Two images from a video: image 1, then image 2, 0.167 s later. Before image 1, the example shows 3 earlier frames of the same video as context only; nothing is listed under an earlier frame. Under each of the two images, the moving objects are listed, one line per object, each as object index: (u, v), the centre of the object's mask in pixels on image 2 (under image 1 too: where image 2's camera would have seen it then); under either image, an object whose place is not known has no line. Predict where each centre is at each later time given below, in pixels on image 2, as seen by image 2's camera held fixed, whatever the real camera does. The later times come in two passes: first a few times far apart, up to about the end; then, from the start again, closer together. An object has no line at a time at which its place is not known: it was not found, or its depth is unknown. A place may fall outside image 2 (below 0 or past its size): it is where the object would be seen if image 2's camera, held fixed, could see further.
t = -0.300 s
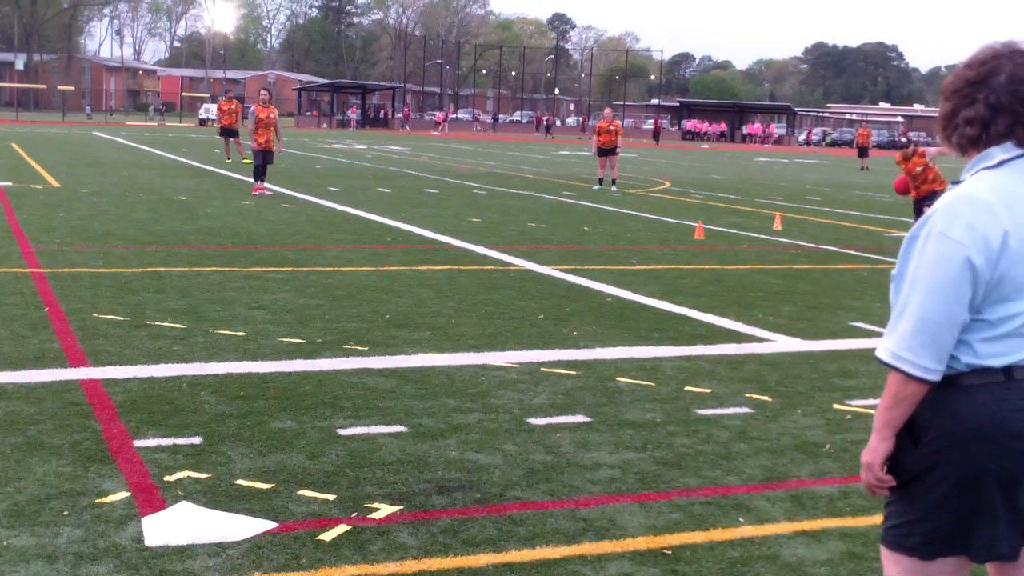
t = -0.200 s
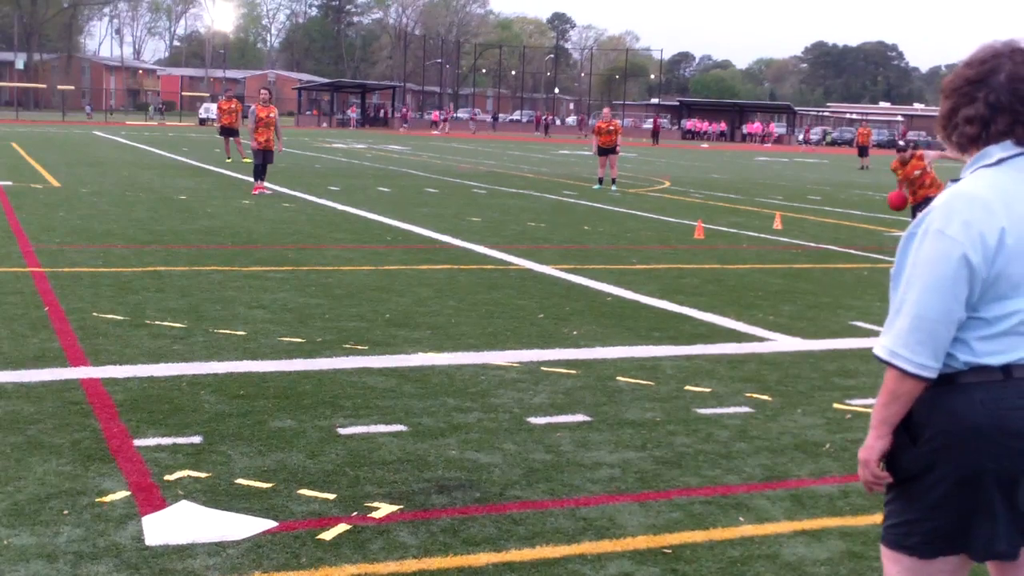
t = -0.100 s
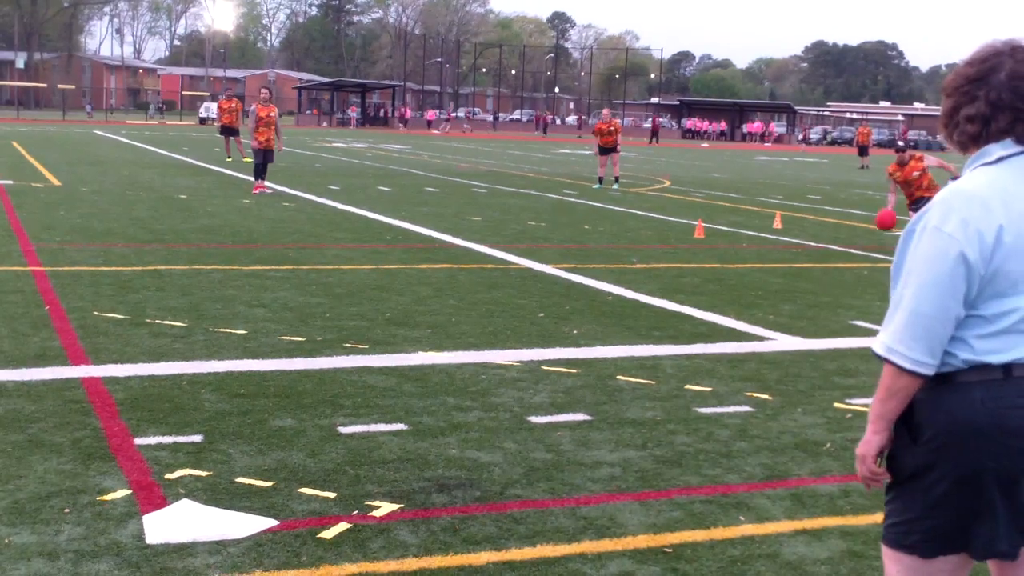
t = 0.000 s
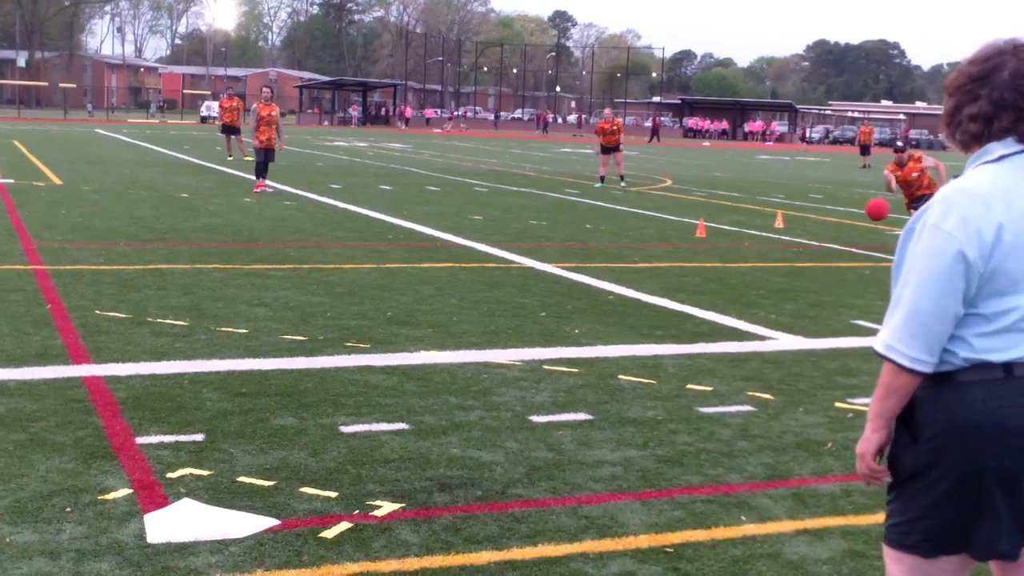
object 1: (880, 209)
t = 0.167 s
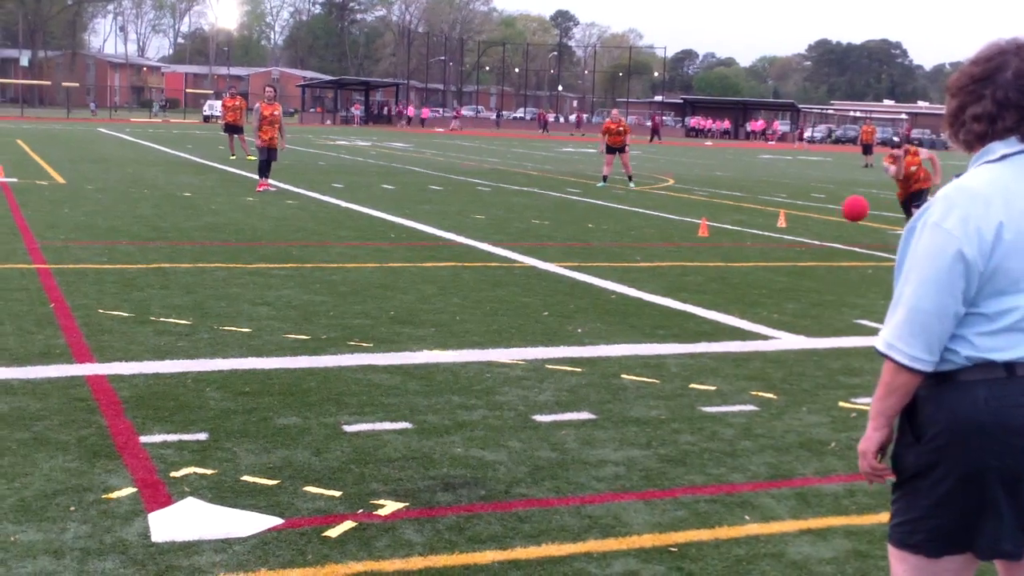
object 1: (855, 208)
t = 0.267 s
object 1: (835, 227)
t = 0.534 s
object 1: (777, 262)
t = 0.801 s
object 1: (712, 248)
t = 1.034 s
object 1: (632, 343)
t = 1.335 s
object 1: (504, 327)
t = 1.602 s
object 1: (336, 461)
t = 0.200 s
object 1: (849, 213)
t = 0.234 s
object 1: (842, 219)
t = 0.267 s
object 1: (835, 227)
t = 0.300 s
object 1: (828, 238)
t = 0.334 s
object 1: (820, 249)
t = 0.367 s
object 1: (812, 263)
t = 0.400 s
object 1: (803, 280)
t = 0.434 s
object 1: (795, 290)
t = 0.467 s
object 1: (789, 281)
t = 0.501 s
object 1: (783, 271)
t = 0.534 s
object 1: (777, 262)
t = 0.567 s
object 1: (771, 255)
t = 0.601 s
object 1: (763, 249)
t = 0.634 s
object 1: (755, 245)
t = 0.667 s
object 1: (748, 241)
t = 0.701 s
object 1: (739, 241)
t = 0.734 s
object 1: (731, 242)
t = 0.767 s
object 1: (722, 244)
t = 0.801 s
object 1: (712, 248)
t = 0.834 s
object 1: (701, 254)
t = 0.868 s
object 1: (691, 263)
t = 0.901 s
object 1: (680, 274)
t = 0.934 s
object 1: (669, 287)
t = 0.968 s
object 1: (657, 304)
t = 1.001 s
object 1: (644, 322)
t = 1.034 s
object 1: (632, 343)
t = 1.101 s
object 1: (606, 351)
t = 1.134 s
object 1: (593, 341)
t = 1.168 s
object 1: (580, 332)
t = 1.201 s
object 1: (566, 326)
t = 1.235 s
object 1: (552, 324)
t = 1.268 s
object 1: (537, 323)
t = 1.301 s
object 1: (521, 324)
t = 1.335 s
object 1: (504, 327)
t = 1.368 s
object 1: (487, 334)
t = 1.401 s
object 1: (468, 345)
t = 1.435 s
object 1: (449, 358)
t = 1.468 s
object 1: (428, 374)
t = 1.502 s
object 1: (407, 396)
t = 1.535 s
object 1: (385, 421)
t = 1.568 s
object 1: (361, 452)
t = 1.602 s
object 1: (336, 461)
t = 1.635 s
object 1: (310, 452)
